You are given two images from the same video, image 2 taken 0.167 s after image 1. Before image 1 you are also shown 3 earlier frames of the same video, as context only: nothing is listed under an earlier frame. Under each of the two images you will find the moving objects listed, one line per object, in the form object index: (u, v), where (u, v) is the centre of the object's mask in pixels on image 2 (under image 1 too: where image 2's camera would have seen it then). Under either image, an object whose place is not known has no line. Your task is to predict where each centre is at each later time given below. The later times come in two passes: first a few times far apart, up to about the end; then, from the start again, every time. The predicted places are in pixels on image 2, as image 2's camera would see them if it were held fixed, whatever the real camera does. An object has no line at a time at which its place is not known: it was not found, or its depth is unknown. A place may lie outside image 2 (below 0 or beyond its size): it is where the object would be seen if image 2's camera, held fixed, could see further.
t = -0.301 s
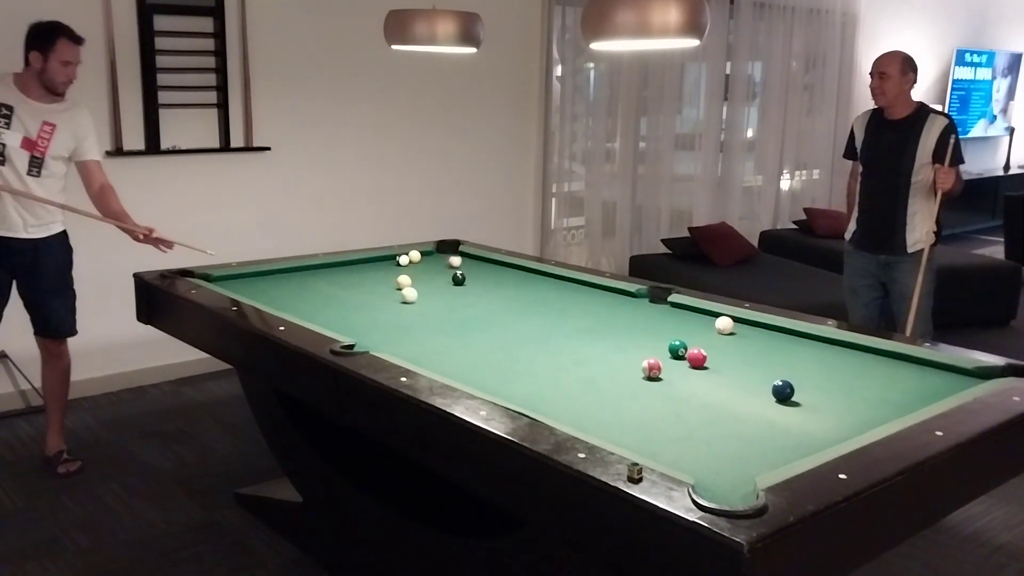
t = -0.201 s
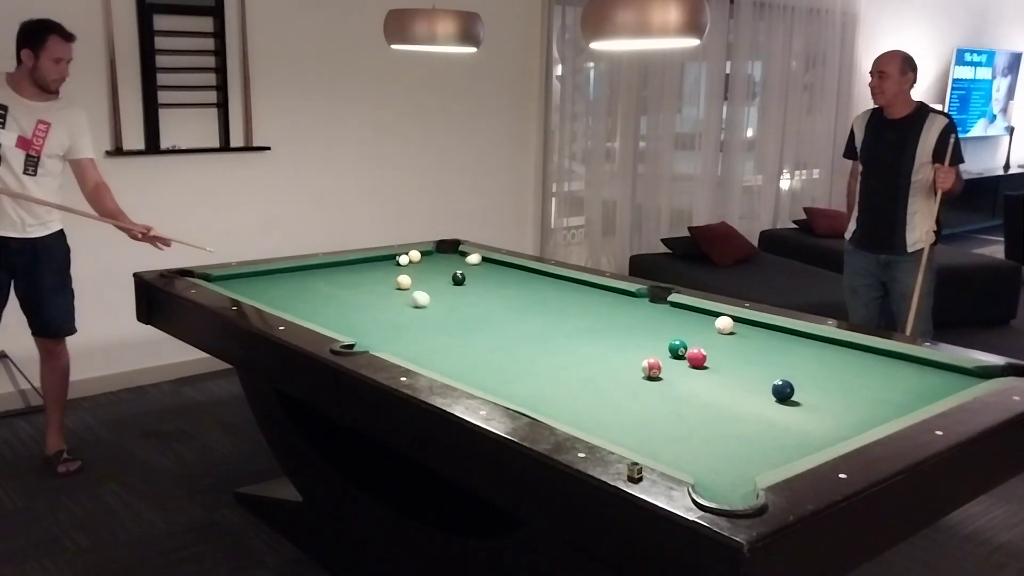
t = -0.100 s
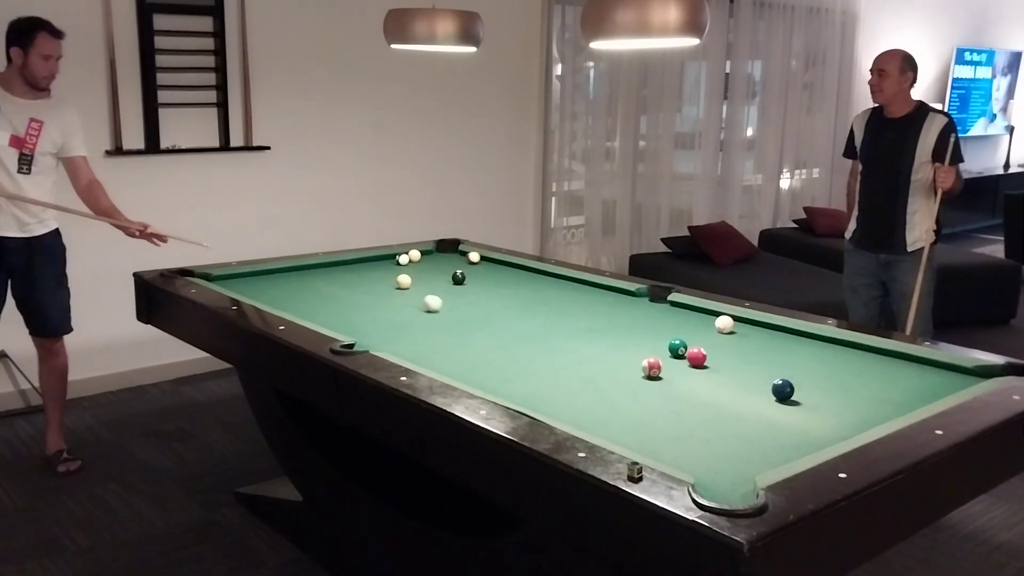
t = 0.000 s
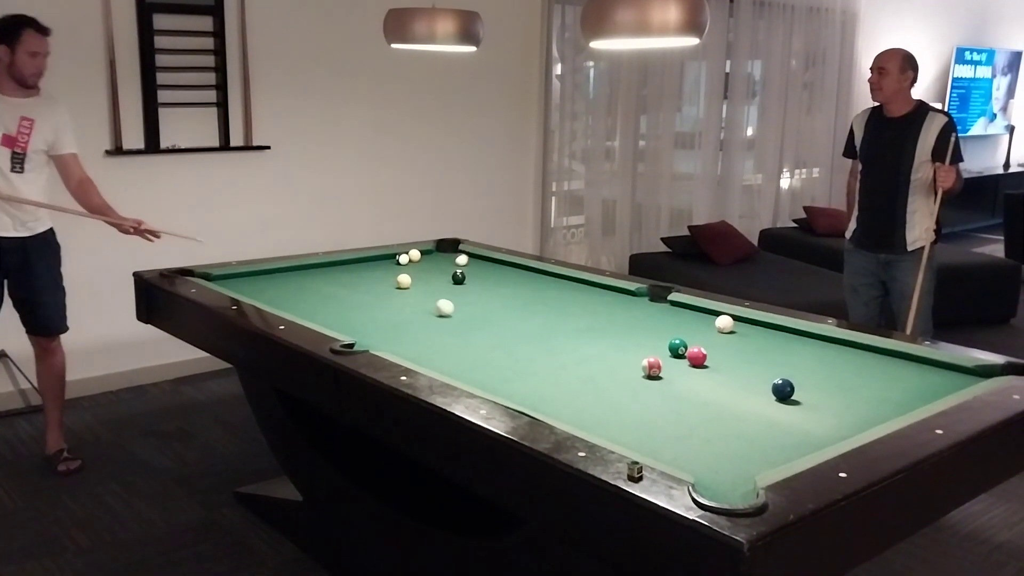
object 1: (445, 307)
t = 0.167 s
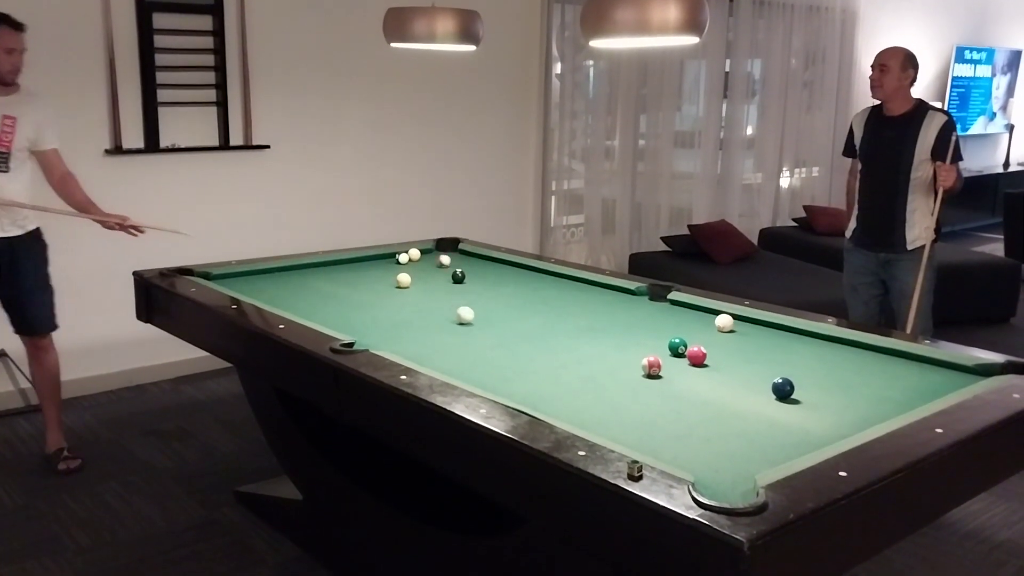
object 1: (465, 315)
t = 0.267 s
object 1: (478, 320)
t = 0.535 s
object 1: (513, 334)
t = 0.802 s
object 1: (549, 349)
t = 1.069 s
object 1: (588, 365)
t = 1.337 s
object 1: (628, 382)
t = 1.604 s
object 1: (670, 400)
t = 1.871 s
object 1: (712, 419)
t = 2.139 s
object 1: (755, 438)
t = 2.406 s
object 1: (784, 452)
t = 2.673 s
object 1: (752, 446)
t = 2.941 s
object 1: (724, 440)
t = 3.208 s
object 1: (700, 435)
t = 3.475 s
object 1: (680, 430)
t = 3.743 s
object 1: (661, 427)
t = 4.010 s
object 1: (645, 424)
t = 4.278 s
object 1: (634, 422)
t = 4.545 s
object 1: (624, 421)
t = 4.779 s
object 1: (619, 420)
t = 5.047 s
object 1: (614, 420)
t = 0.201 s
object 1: (469, 317)
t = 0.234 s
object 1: (474, 318)
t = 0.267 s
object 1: (478, 320)
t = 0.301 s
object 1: (482, 322)
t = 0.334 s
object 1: (486, 323)
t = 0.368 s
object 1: (491, 325)
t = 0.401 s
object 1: (495, 327)
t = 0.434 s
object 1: (499, 329)
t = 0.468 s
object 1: (504, 330)
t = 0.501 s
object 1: (508, 332)
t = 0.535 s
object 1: (513, 334)
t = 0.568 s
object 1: (517, 336)
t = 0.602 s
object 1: (522, 338)
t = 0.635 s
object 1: (526, 339)
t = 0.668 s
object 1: (531, 341)
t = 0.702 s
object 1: (536, 343)
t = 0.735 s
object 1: (540, 345)
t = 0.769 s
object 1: (545, 347)
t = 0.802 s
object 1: (549, 349)
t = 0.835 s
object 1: (554, 351)
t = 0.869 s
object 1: (559, 353)
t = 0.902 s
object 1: (564, 355)
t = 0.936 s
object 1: (569, 357)
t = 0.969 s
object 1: (574, 359)
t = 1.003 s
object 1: (579, 361)
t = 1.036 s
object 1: (584, 362)
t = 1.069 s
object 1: (588, 365)
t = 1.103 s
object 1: (593, 367)
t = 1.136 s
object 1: (598, 369)
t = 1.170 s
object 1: (603, 371)
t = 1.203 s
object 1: (608, 373)
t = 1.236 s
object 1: (613, 375)
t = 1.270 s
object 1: (619, 378)
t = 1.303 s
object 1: (624, 380)
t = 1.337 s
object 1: (628, 382)
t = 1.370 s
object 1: (634, 384)
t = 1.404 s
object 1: (639, 386)
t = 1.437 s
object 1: (644, 389)
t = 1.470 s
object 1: (649, 390)
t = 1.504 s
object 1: (654, 393)
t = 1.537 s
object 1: (659, 395)
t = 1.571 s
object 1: (665, 398)
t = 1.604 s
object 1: (670, 400)
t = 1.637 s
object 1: (675, 402)
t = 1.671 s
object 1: (680, 405)
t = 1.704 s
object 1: (686, 407)
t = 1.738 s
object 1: (691, 409)
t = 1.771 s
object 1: (696, 412)
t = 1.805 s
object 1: (701, 414)
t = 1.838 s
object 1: (706, 416)
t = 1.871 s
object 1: (712, 419)
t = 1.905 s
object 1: (717, 421)
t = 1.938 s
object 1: (723, 424)
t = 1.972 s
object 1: (728, 426)
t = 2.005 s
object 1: (733, 428)
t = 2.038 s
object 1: (738, 431)
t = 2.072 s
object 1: (744, 433)
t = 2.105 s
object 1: (749, 436)
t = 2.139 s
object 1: (755, 438)
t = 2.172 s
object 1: (760, 441)
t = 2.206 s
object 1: (765, 443)
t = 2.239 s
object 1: (770, 446)
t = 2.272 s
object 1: (776, 448)
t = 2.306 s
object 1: (781, 450)
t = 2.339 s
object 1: (785, 451)
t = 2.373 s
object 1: (787, 452)
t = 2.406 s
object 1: (784, 452)
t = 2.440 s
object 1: (780, 452)
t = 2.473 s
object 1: (776, 452)
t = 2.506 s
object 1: (772, 451)
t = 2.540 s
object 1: (769, 450)
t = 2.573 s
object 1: (764, 449)
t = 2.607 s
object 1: (760, 448)
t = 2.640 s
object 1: (756, 448)
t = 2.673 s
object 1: (752, 446)
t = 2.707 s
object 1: (749, 446)
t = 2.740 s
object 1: (745, 445)
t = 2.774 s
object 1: (741, 444)
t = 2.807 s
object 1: (738, 443)
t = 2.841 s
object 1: (735, 443)
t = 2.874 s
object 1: (731, 442)
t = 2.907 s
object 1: (728, 441)
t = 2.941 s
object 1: (724, 440)
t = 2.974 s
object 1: (721, 440)
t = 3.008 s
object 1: (718, 439)
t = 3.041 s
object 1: (715, 438)
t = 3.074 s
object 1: (711, 438)
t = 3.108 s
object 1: (708, 437)
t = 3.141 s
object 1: (705, 436)
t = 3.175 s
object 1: (703, 435)
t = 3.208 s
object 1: (700, 435)
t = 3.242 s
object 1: (697, 434)
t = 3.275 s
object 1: (694, 434)
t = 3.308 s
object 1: (691, 433)
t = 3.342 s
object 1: (689, 432)
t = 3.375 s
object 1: (686, 432)
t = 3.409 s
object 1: (683, 432)
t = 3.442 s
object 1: (681, 431)
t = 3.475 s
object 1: (680, 430)
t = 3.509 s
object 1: (676, 430)
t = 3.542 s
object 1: (674, 429)
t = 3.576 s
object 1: (672, 429)
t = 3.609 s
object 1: (669, 429)
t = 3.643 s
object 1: (666, 428)
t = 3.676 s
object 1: (664, 428)
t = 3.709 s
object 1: (662, 427)
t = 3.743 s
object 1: (661, 427)
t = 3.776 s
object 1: (658, 426)
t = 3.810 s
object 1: (657, 425)
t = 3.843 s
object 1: (655, 426)
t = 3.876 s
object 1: (652, 425)
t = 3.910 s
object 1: (651, 425)
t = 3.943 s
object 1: (649, 425)
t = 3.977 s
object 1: (647, 424)
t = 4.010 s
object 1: (645, 424)
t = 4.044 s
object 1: (643, 424)
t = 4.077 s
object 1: (642, 424)
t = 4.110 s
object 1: (640, 423)
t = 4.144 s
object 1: (639, 423)
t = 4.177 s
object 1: (638, 423)
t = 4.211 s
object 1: (636, 423)
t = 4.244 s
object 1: (635, 423)
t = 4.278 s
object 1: (634, 422)
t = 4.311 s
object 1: (633, 422)
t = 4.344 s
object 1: (631, 422)
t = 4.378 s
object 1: (630, 422)
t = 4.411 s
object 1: (629, 422)
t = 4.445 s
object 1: (628, 422)
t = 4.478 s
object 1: (626, 421)
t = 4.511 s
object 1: (626, 421)
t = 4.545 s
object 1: (624, 421)
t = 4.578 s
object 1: (623, 421)
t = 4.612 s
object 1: (623, 420)
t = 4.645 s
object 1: (622, 420)
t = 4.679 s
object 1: (621, 420)
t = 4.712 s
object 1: (620, 420)
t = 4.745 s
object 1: (619, 421)
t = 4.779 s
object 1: (619, 420)
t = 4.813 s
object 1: (618, 420)
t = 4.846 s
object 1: (617, 420)
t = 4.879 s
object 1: (617, 420)
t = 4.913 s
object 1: (616, 420)
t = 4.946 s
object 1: (616, 420)
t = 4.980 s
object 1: (615, 420)
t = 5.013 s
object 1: (615, 420)
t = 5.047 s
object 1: (614, 420)
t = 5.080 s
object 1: (614, 420)
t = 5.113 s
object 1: (613, 420)
